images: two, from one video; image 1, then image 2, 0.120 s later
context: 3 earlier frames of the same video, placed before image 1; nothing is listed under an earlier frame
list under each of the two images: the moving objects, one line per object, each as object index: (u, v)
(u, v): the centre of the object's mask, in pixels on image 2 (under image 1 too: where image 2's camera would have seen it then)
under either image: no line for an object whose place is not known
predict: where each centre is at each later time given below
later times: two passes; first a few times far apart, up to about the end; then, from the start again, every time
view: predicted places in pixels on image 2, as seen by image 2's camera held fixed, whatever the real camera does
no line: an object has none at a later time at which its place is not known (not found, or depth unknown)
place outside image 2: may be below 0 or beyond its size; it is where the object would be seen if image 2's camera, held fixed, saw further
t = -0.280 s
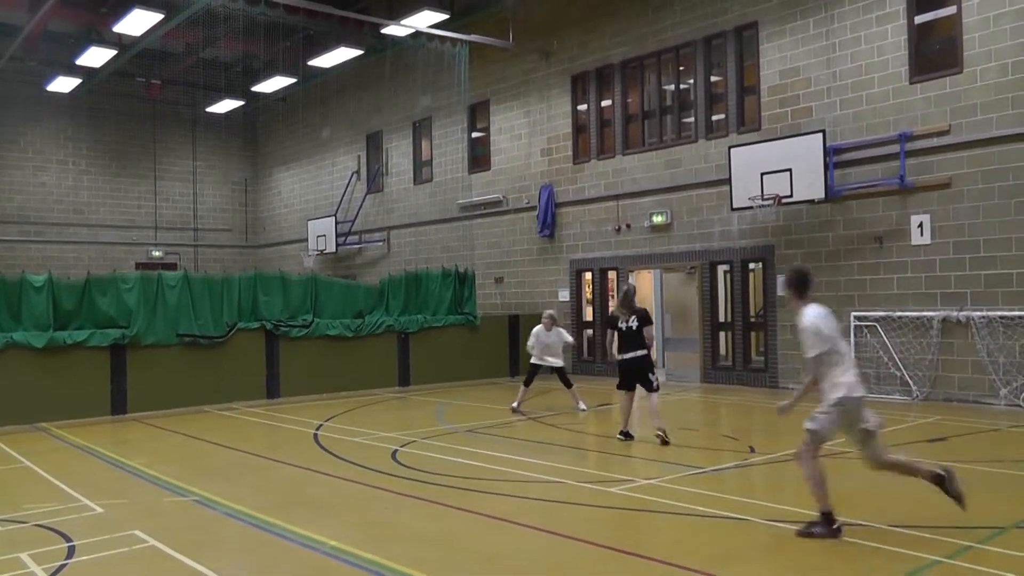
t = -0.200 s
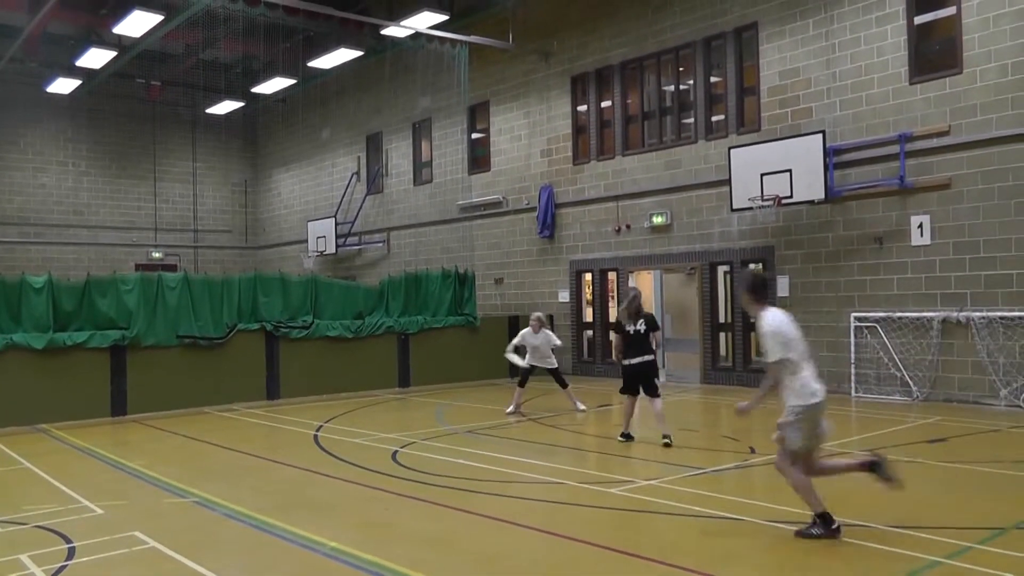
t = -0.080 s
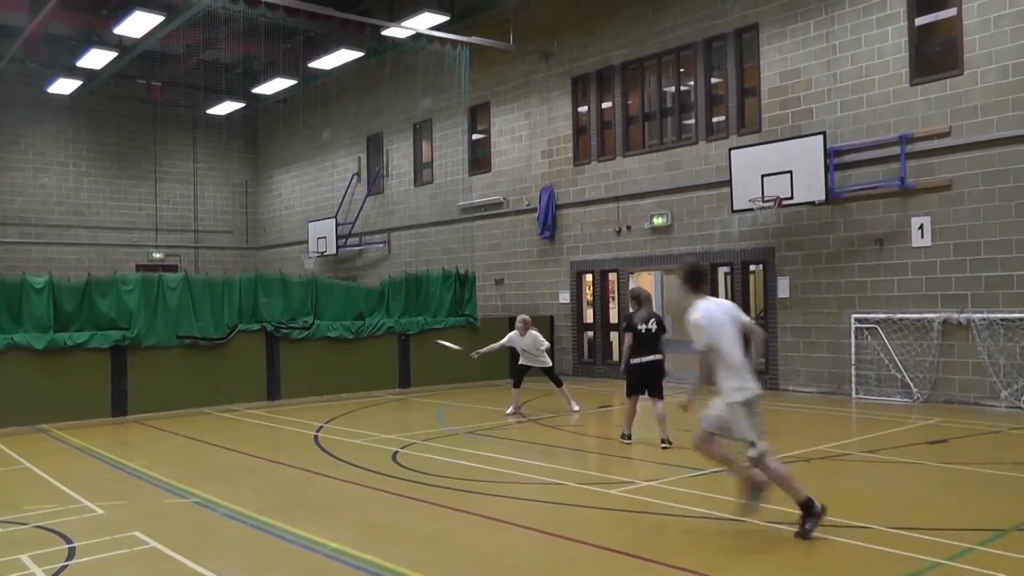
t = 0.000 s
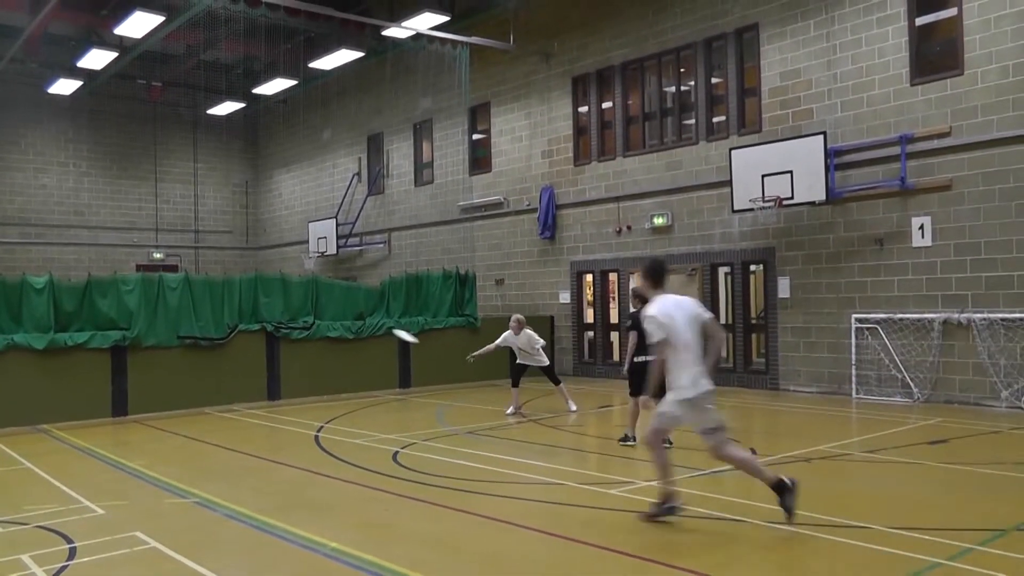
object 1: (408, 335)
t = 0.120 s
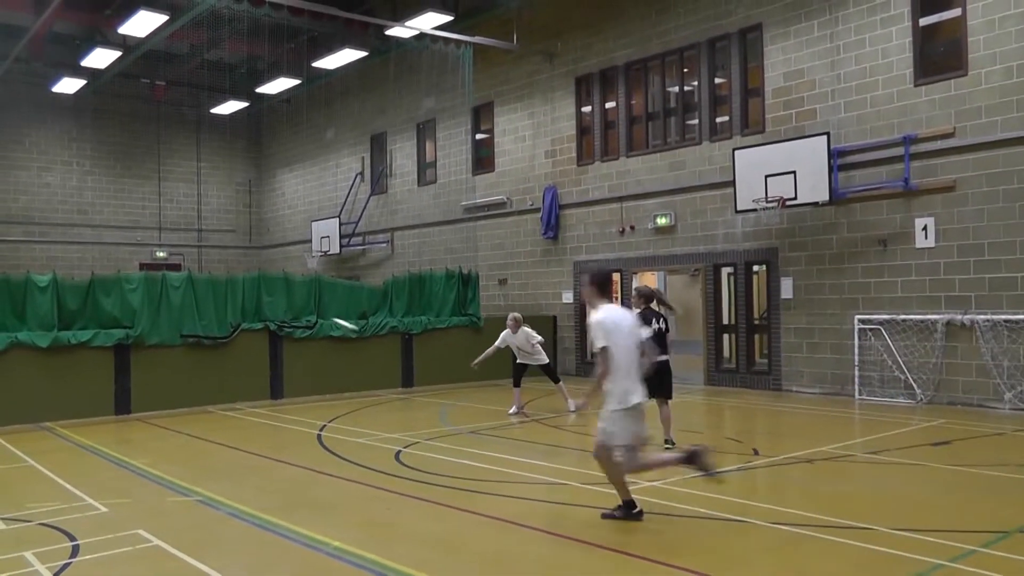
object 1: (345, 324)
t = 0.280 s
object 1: (266, 313)
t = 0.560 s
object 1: (143, 312)
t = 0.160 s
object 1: (324, 321)
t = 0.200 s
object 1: (305, 318)
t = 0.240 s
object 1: (285, 315)
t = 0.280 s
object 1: (266, 313)
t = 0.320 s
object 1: (248, 312)
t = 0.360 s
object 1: (230, 310)
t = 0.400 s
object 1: (212, 309)
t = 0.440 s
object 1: (195, 309)
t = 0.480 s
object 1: (179, 310)
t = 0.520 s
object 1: (162, 310)
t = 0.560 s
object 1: (143, 312)
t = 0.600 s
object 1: (127, 314)
